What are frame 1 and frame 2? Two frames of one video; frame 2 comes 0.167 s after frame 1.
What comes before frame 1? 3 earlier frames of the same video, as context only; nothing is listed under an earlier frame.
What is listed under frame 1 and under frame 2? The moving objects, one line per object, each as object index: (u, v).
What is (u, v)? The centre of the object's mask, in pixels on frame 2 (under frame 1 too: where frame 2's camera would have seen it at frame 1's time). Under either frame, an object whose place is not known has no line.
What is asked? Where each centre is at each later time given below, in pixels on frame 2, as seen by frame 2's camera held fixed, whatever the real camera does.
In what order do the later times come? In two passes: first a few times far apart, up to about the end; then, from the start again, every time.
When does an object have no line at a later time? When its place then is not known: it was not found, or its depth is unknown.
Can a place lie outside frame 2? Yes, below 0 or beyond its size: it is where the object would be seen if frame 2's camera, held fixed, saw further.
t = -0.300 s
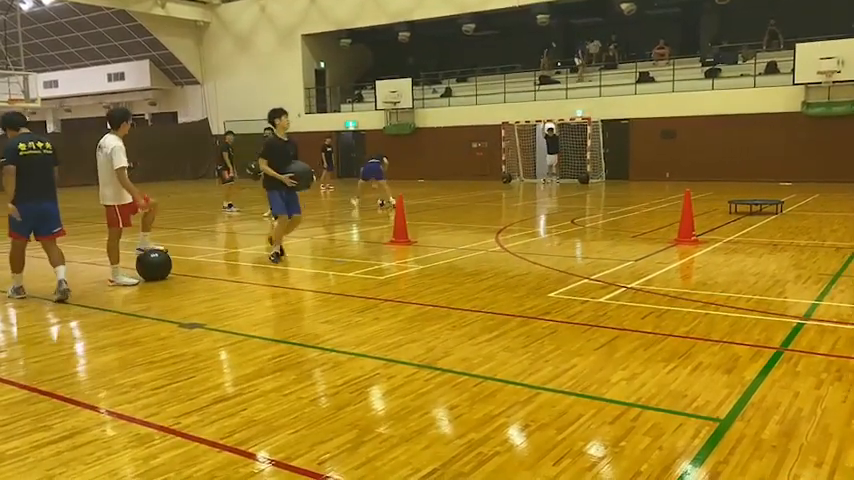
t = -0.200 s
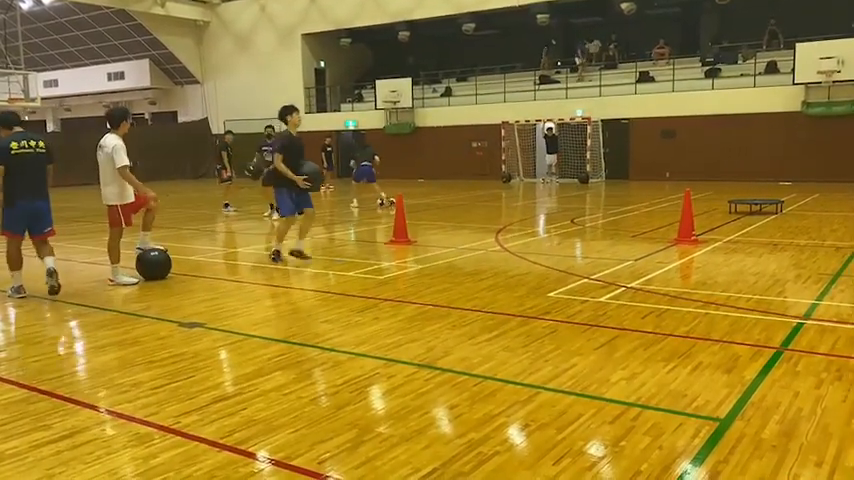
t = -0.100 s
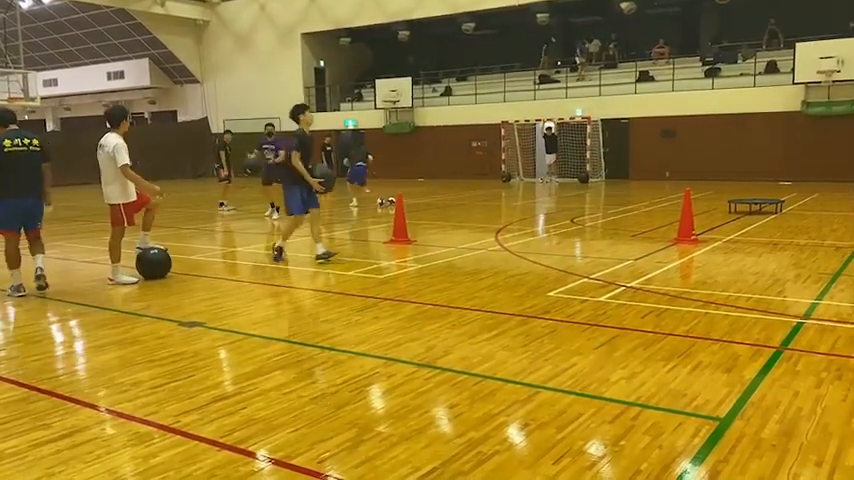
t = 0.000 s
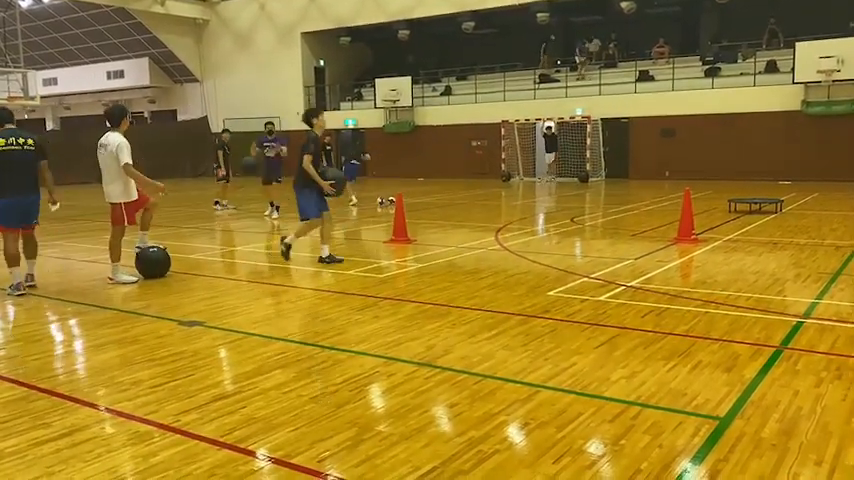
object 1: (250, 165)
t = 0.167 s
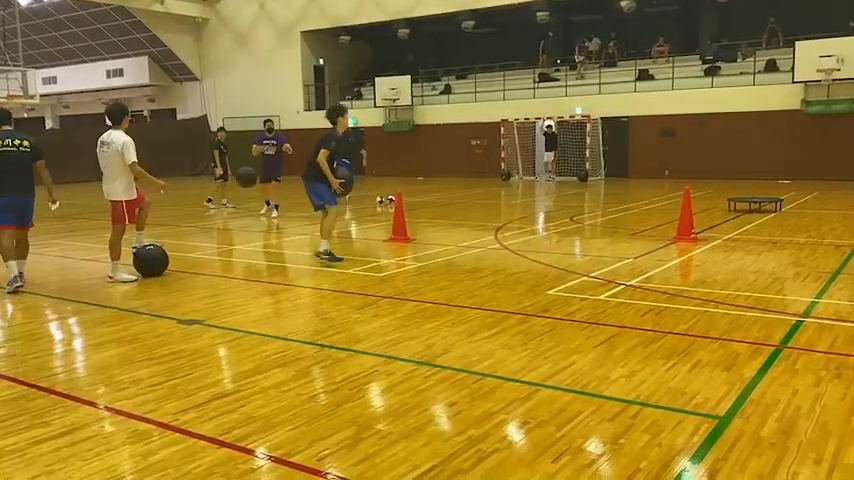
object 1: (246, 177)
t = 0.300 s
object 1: (244, 200)
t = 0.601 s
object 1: (233, 214)
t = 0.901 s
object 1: (221, 236)
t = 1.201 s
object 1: (210, 241)
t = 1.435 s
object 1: (202, 247)
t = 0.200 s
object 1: (245, 181)
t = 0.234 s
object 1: (245, 185)
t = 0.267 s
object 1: (244, 193)
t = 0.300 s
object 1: (244, 200)
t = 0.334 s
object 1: (243, 209)
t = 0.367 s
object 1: (242, 218)
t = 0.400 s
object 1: (241, 225)
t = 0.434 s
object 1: (240, 225)
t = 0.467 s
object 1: (239, 222)
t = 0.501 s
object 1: (237, 219)
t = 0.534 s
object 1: (236, 217)
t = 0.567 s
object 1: (235, 215)
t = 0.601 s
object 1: (233, 214)
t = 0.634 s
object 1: (232, 213)
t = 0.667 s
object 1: (230, 213)
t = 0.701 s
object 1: (229, 213)
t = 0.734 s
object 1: (227, 216)
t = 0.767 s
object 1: (226, 219)
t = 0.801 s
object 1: (225, 224)
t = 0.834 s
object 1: (224, 229)
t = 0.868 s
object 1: (222, 235)
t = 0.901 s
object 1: (221, 236)
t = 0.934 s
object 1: (220, 235)
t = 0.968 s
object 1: (219, 234)
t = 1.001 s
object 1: (218, 234)
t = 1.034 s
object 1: (216, 235)
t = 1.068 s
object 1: (215, 236)
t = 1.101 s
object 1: (214, 239)
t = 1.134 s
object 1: (212, 241)
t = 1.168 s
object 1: (211, 241)
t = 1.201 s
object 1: (210, 241)
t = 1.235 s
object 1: (209, 242)
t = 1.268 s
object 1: (208, 243)
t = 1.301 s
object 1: (206, 244)
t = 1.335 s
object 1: (205, 245)
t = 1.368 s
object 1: (204, 246)
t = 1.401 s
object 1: (203, 246)
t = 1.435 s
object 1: (202, 247)
